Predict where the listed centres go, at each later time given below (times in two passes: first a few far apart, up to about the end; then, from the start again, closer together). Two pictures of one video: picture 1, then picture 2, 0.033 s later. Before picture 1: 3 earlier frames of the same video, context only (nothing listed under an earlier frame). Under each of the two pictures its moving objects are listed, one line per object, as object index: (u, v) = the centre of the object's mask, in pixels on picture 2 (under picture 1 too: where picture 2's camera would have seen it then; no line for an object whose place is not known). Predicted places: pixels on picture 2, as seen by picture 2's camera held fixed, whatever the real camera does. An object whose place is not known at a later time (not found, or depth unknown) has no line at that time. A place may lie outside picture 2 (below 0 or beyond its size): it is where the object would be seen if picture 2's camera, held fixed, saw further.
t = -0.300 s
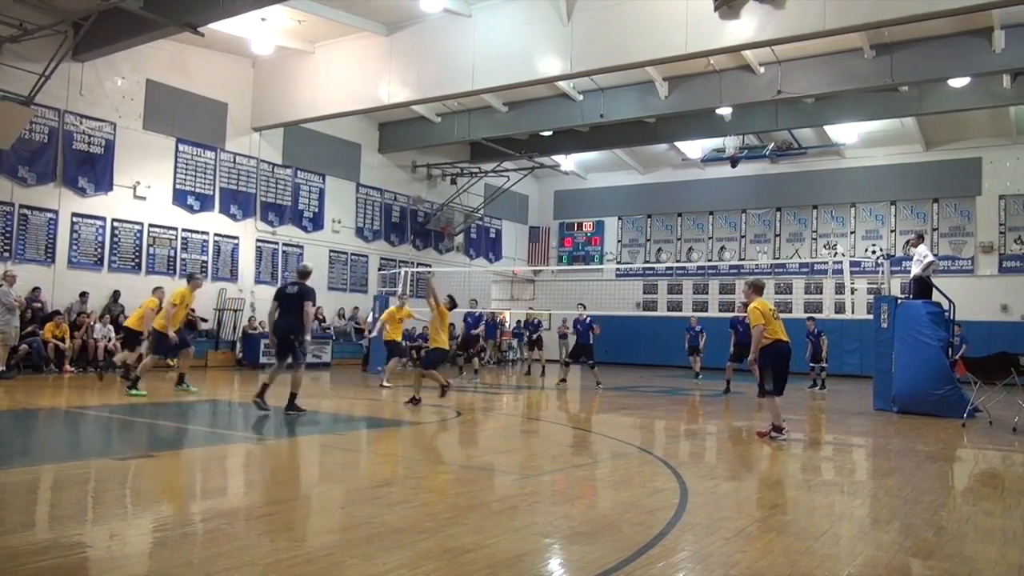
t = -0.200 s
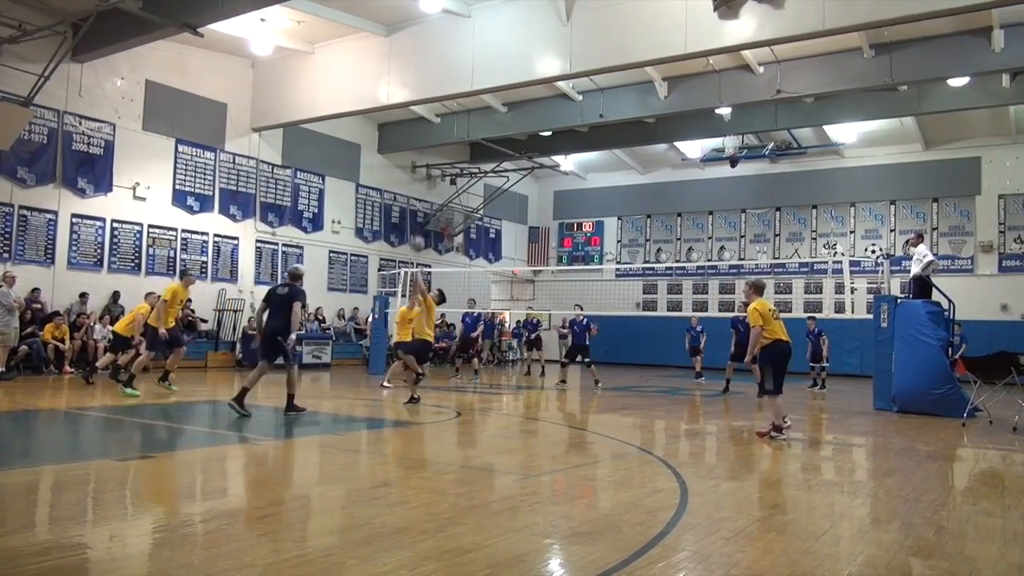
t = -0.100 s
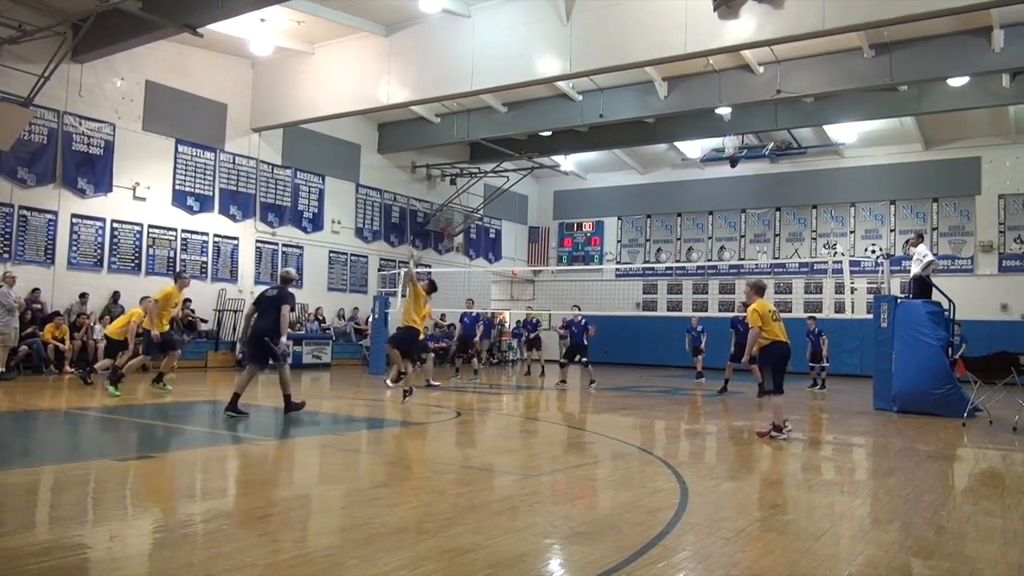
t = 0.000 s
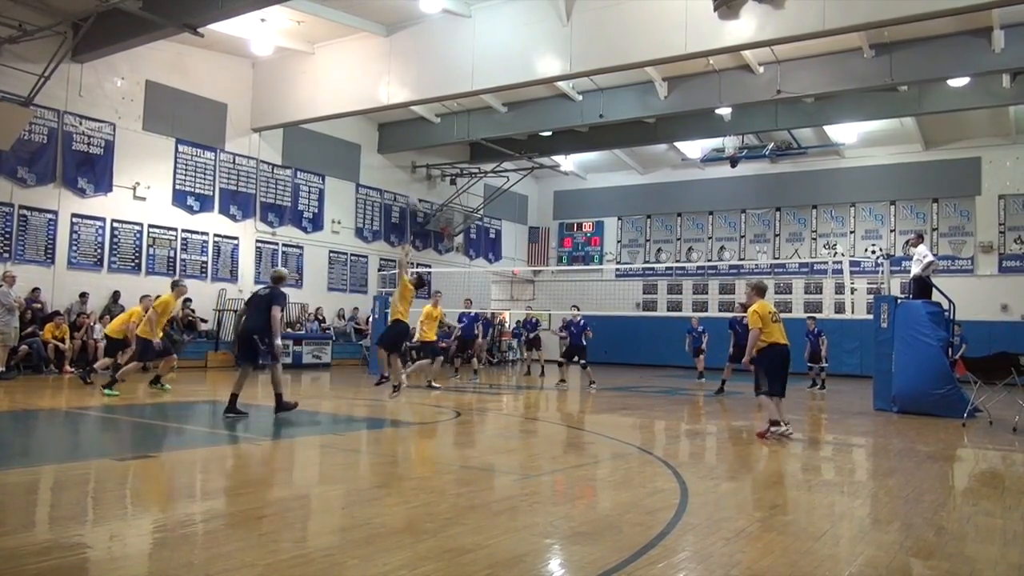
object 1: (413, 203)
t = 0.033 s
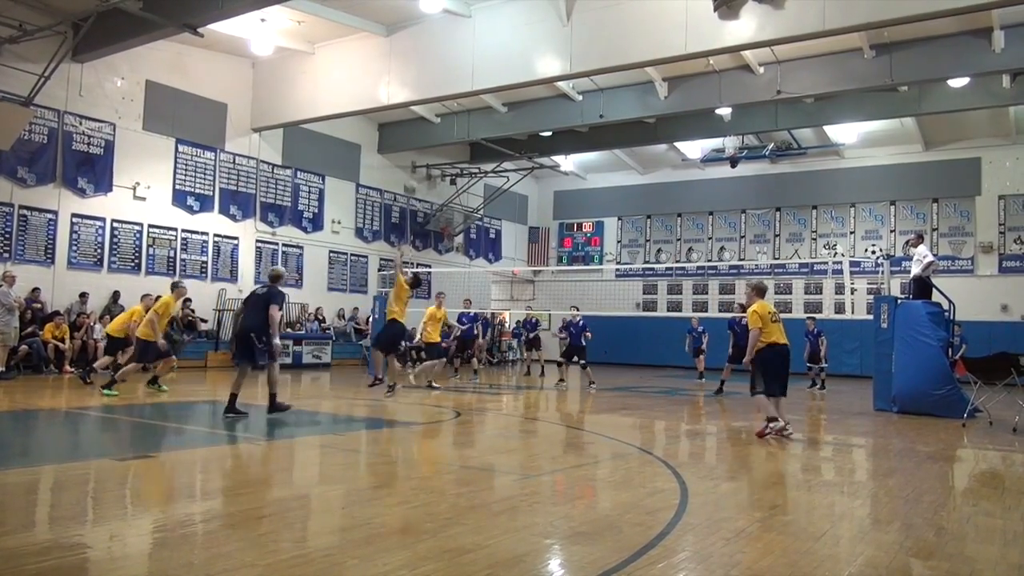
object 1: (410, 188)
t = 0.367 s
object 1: (396, 73)
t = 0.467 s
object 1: (392, 54)
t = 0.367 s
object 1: (396, 73)
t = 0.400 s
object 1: (395, 66)
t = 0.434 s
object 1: (393, 60)
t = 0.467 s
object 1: (392, 54)
